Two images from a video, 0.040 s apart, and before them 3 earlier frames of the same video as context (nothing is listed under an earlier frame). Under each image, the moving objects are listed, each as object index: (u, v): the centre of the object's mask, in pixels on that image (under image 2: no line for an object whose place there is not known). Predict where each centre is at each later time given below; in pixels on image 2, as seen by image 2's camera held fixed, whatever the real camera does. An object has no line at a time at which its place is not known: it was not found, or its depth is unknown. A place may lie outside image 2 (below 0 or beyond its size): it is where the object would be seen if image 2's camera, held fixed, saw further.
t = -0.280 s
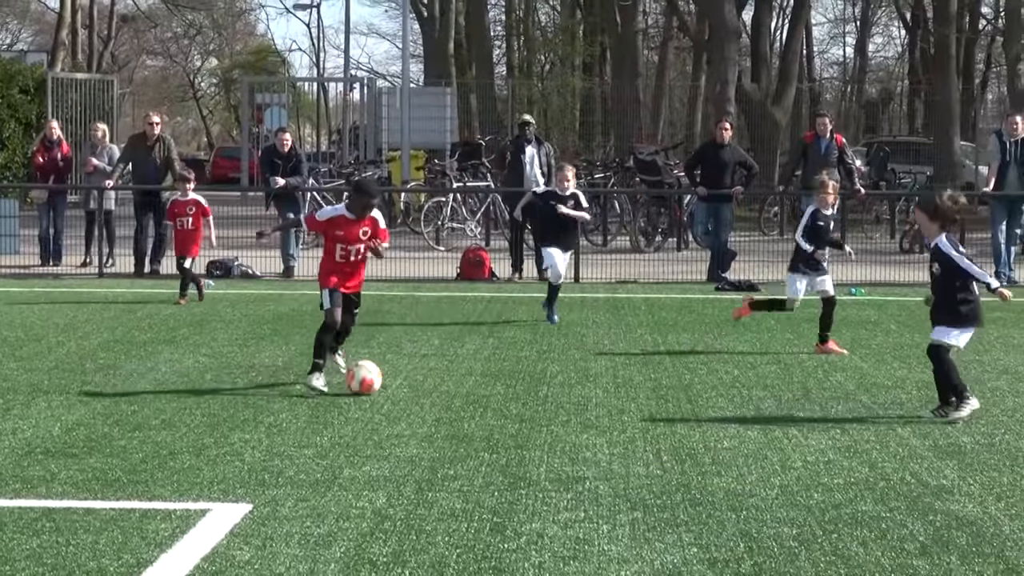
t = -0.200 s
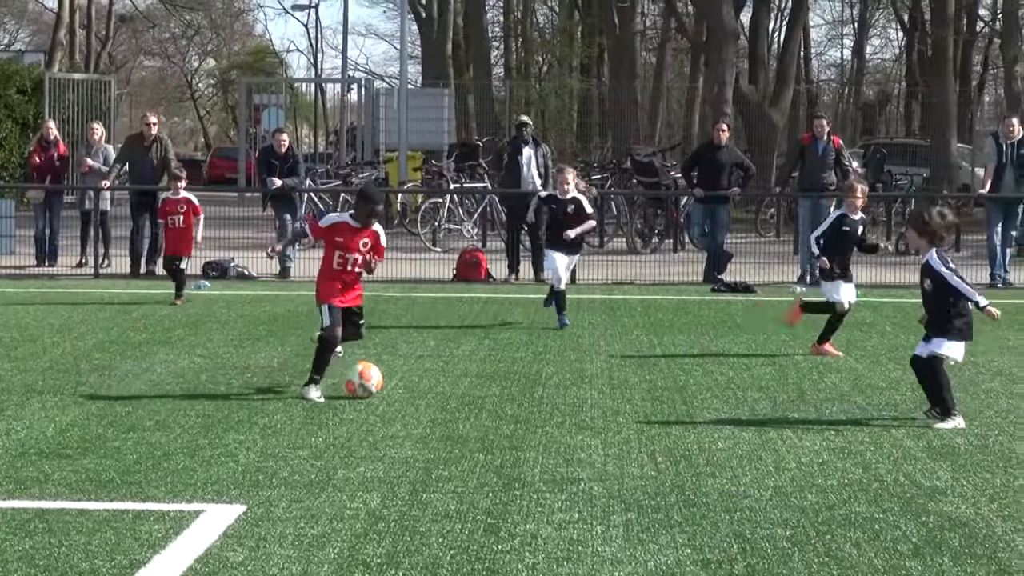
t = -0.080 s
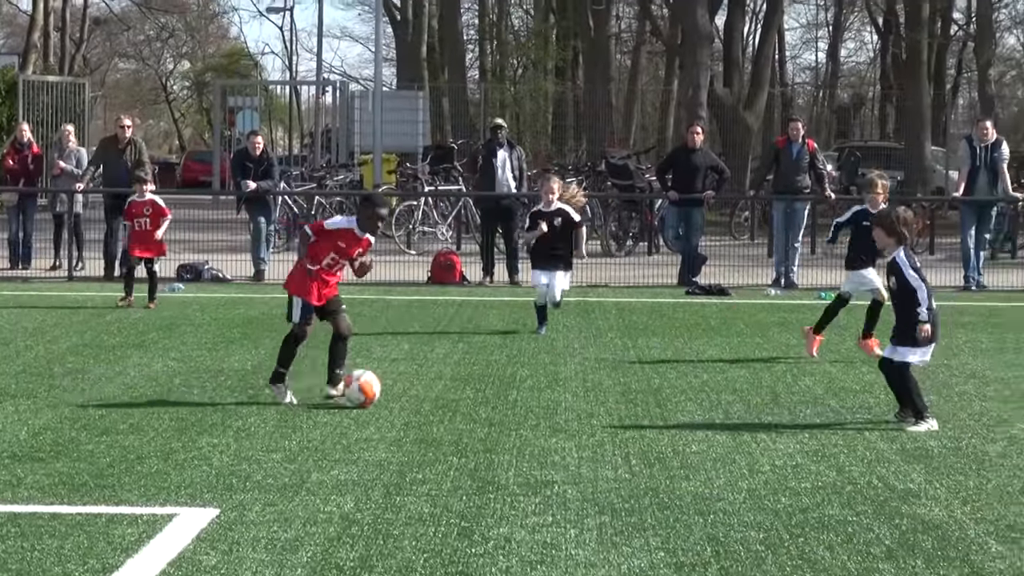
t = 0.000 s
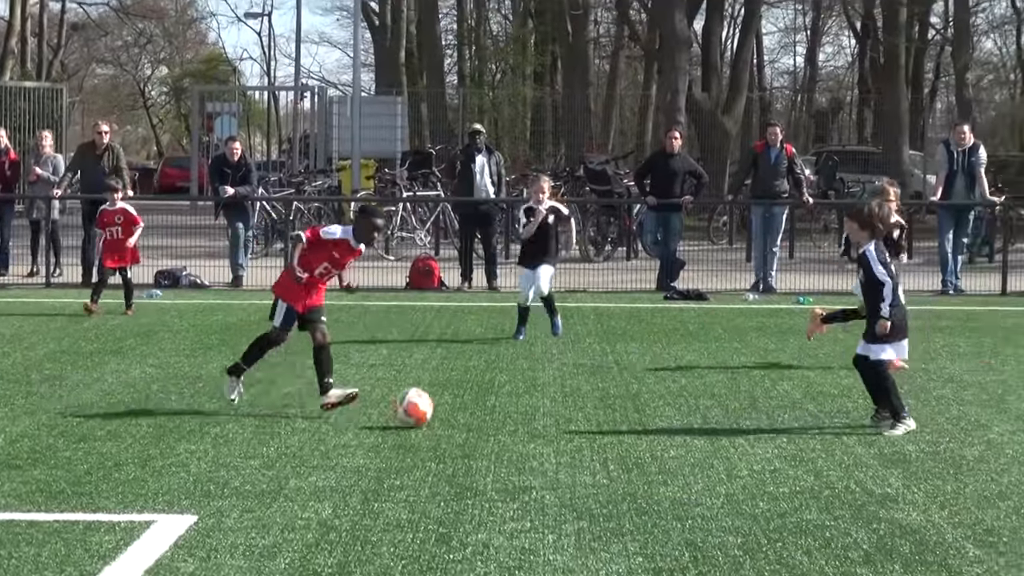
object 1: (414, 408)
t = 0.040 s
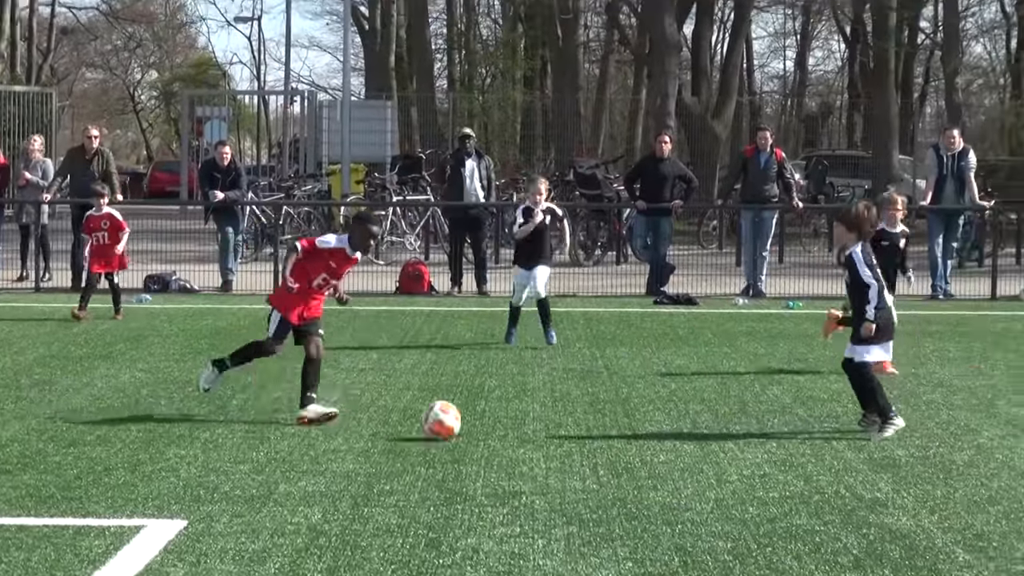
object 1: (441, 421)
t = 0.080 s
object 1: (476, 424)
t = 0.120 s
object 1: (514, 429)
